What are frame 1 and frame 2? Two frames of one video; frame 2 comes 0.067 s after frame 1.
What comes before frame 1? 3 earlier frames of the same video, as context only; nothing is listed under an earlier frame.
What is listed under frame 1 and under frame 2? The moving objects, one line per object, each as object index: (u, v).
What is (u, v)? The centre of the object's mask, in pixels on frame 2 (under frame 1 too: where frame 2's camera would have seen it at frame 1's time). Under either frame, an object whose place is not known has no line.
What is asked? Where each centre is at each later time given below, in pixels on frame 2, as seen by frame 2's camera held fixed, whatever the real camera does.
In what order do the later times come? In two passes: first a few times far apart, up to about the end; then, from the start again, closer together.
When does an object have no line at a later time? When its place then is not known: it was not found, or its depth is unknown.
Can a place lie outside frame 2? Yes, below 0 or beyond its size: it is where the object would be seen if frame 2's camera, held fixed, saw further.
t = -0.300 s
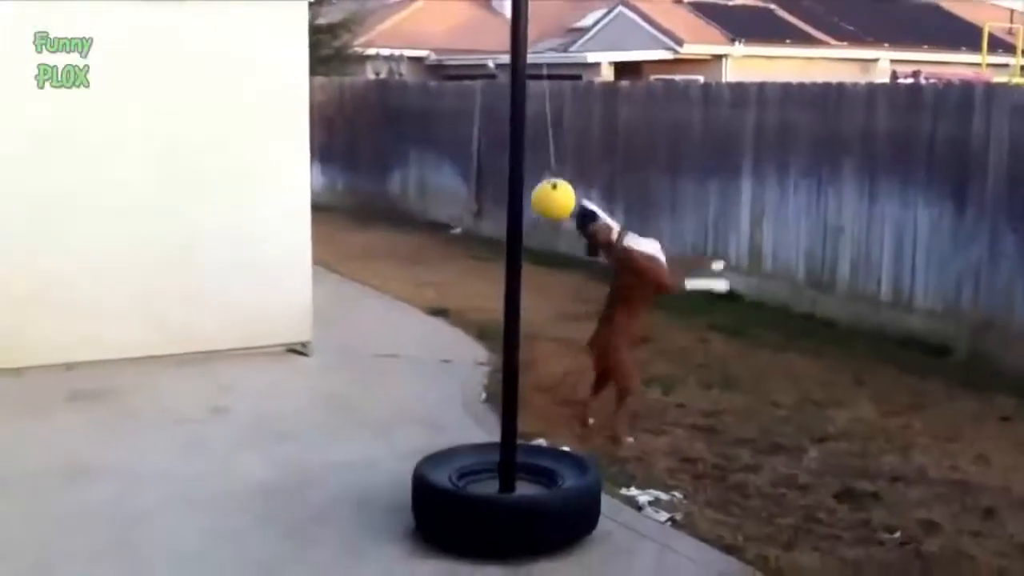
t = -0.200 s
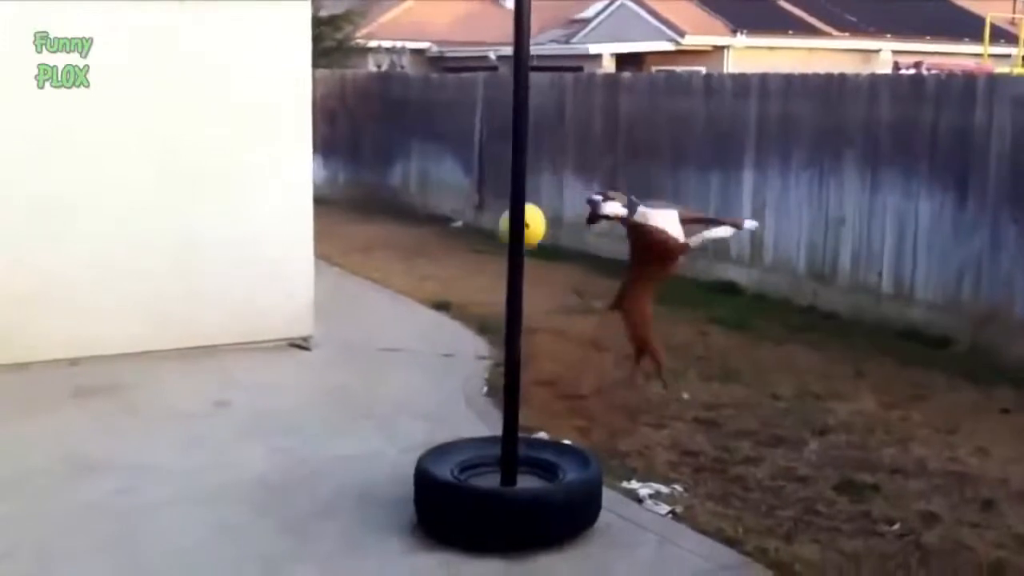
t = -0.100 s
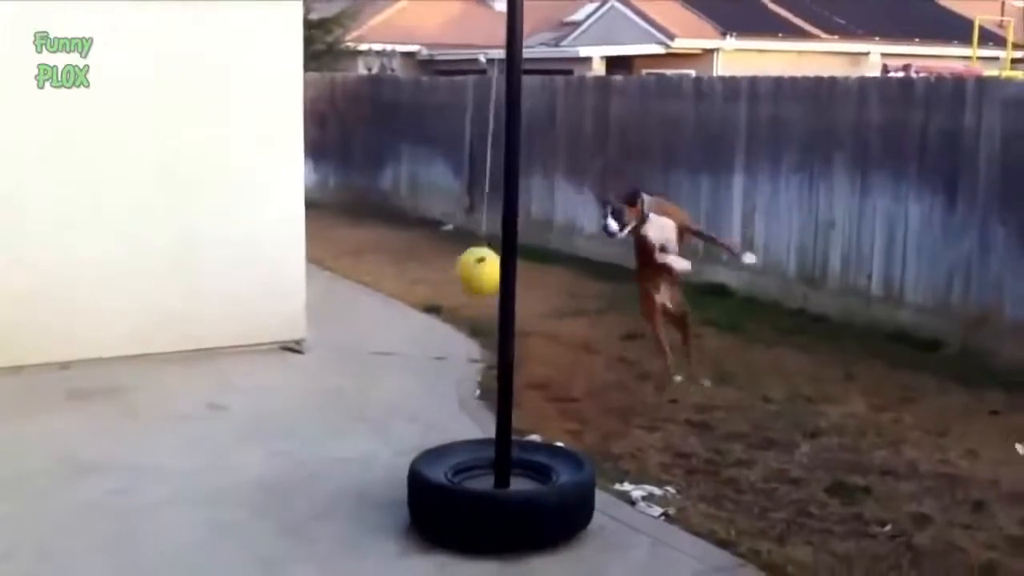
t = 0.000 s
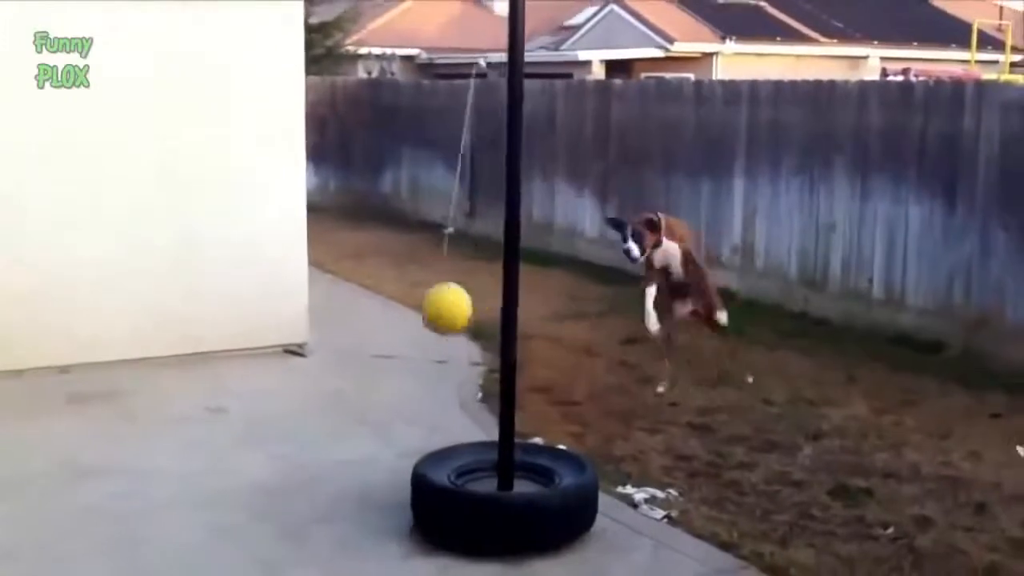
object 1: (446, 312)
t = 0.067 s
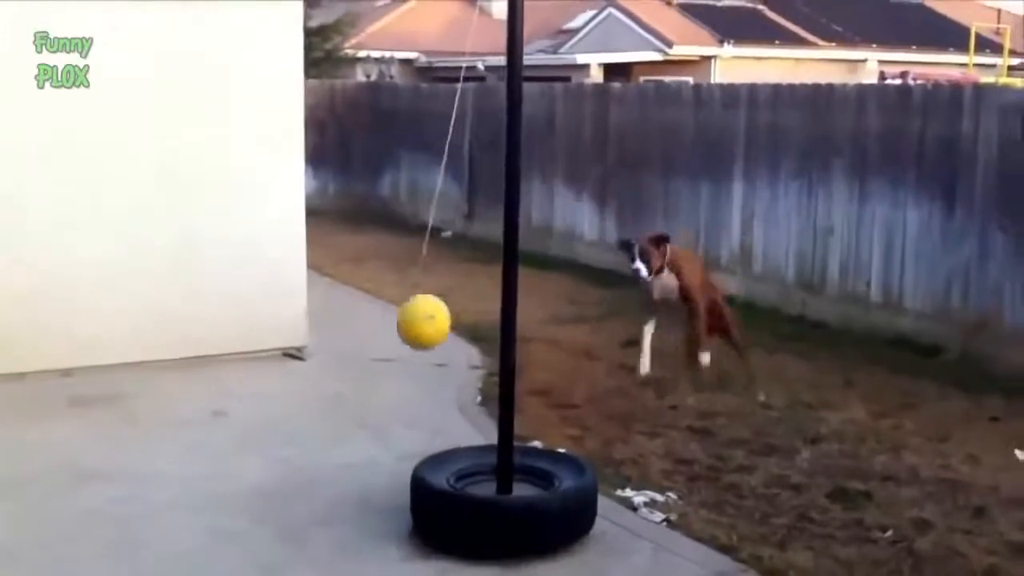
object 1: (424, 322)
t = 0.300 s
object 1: (363, 317)
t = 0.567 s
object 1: (371, 240)
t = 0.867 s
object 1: (459, 215)
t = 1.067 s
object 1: (538, 266)
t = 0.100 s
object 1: (413, 326)
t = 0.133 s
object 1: (402, 330)
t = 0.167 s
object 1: (392, 335)
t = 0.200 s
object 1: (383, 336)
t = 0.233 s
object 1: (374, 334)
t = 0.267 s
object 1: (368, 328)
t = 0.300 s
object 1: (363, 317)
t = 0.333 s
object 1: (360, 306)
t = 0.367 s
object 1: (357, 297)
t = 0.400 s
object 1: (356, 288)
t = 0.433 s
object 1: (354, 280)
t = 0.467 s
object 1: (356, 272)
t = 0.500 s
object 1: (360, 264)
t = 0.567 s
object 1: (371, 240)
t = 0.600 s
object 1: (378, 229)
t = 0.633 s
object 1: (386, 216)
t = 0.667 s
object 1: (396, 209)
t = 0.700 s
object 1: (406, 203)
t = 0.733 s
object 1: (415, 202)
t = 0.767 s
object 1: (425, 203)
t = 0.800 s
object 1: (436, 207)
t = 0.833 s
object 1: (447, 210)
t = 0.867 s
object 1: (459, 215)
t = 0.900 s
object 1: (472, 220)
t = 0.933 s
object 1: (485, 227)
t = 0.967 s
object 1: (499, 233)
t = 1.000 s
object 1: (512, 242)
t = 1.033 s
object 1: (524, 253)
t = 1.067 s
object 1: (538, 266)
